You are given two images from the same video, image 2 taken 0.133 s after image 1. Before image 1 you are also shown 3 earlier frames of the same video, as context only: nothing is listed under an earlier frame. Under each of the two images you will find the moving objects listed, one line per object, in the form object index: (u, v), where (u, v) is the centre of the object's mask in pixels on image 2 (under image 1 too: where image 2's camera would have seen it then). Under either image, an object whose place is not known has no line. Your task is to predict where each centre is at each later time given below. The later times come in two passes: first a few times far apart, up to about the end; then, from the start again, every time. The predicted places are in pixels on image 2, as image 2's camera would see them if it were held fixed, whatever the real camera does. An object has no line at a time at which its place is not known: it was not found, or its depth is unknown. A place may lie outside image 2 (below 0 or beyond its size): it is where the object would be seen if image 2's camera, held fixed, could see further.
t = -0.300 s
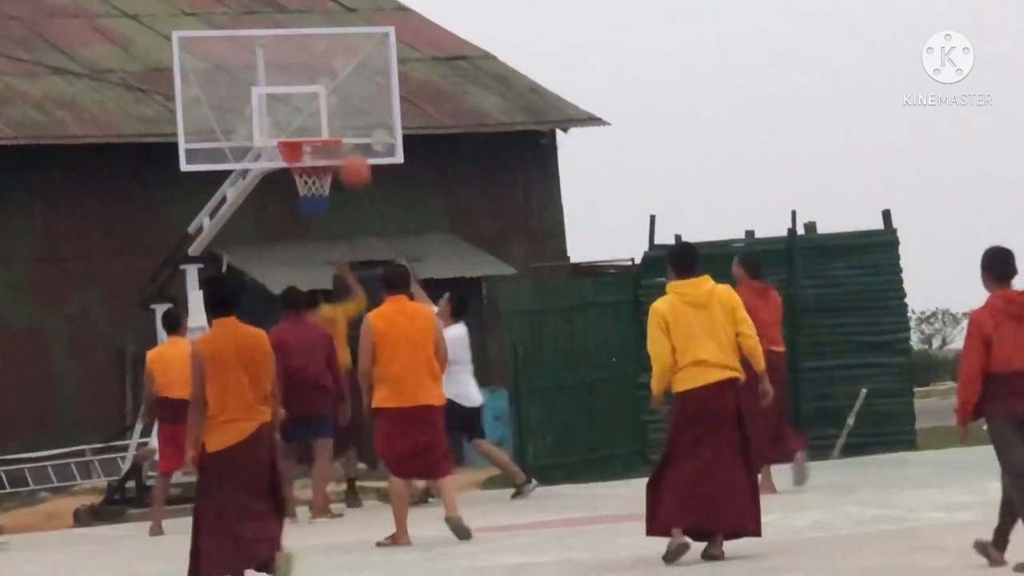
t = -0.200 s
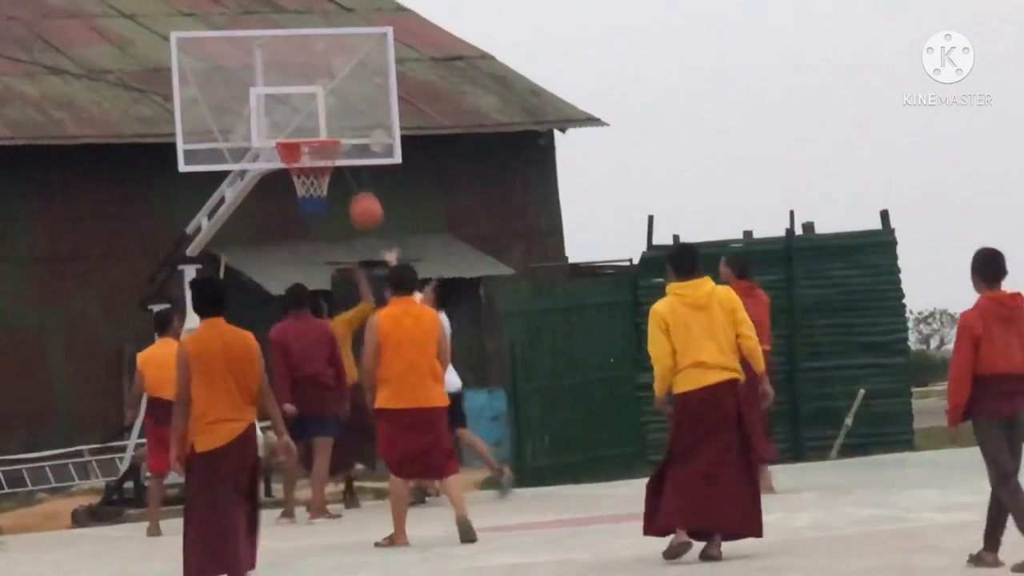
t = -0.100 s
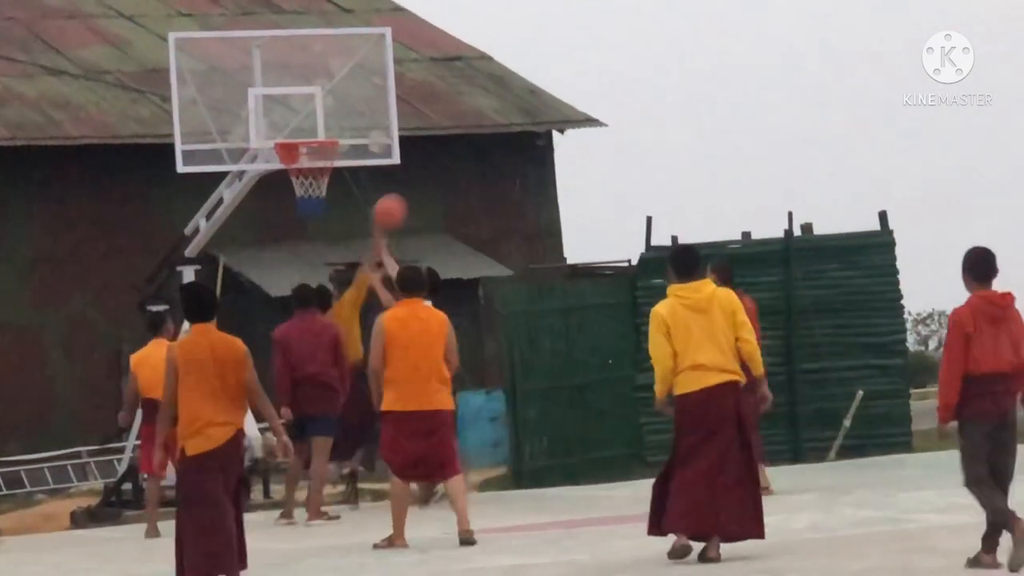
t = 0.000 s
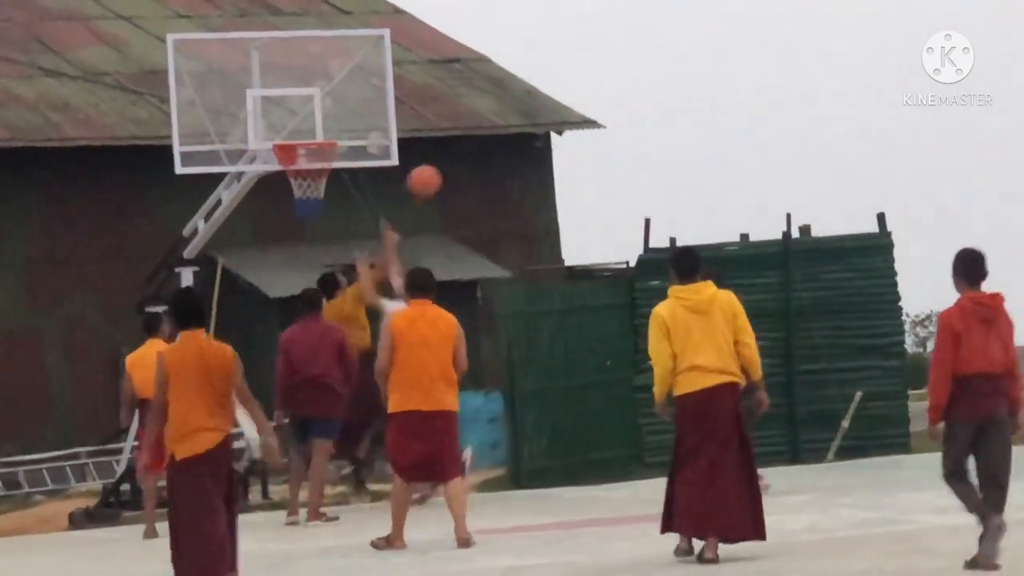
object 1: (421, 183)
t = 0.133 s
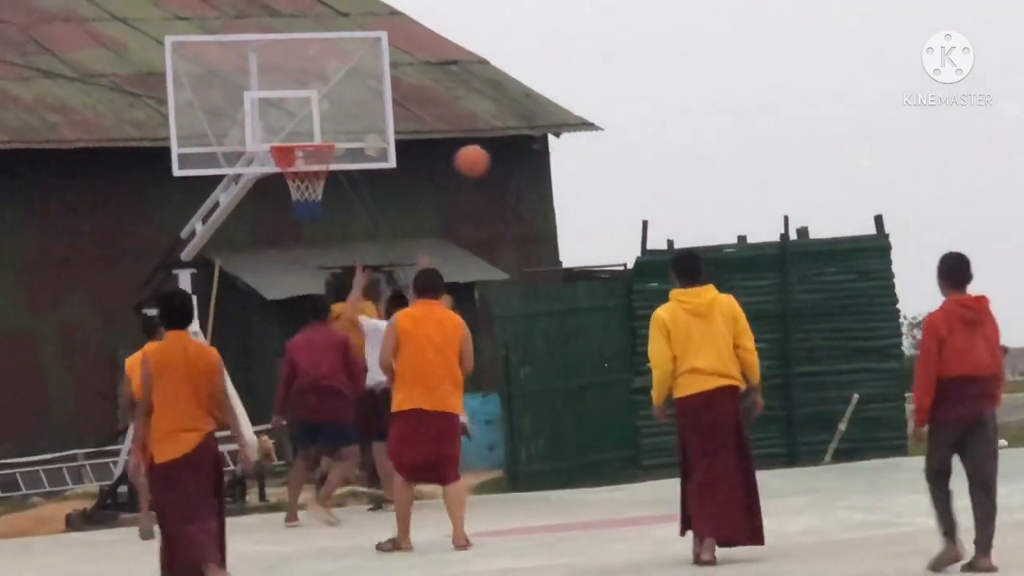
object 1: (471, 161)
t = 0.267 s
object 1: (524, 161)
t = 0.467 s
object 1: (604, 204)
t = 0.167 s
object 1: (484, 159)
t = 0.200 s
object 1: (497, 159)
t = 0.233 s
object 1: (511, 159)
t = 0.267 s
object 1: (524, 161)
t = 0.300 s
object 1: (537, 165)
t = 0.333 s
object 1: (549, 169)
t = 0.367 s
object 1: (565, 176)
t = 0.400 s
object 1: (578, 184)
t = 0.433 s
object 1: (591, 193)
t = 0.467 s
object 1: (604, 204)
